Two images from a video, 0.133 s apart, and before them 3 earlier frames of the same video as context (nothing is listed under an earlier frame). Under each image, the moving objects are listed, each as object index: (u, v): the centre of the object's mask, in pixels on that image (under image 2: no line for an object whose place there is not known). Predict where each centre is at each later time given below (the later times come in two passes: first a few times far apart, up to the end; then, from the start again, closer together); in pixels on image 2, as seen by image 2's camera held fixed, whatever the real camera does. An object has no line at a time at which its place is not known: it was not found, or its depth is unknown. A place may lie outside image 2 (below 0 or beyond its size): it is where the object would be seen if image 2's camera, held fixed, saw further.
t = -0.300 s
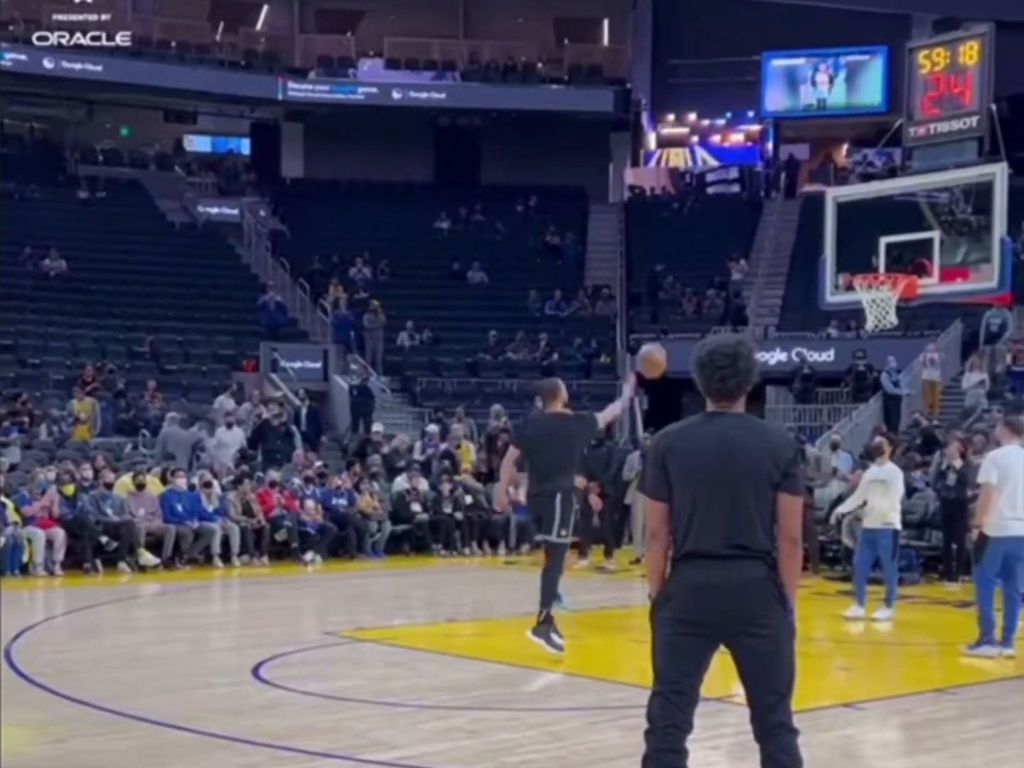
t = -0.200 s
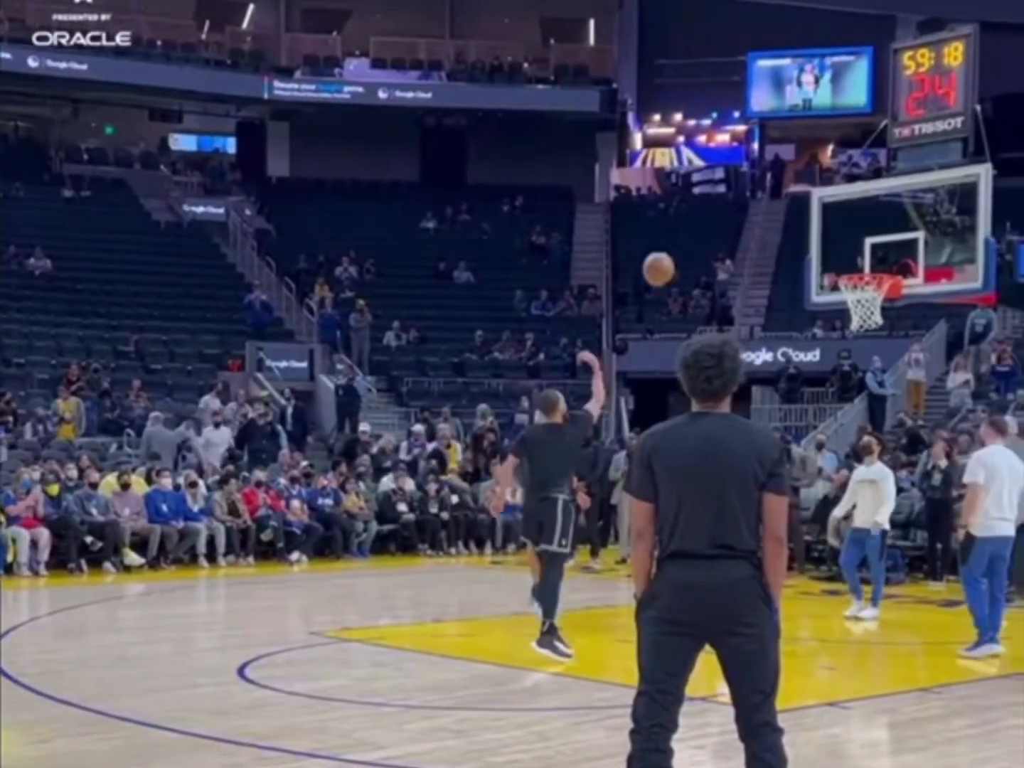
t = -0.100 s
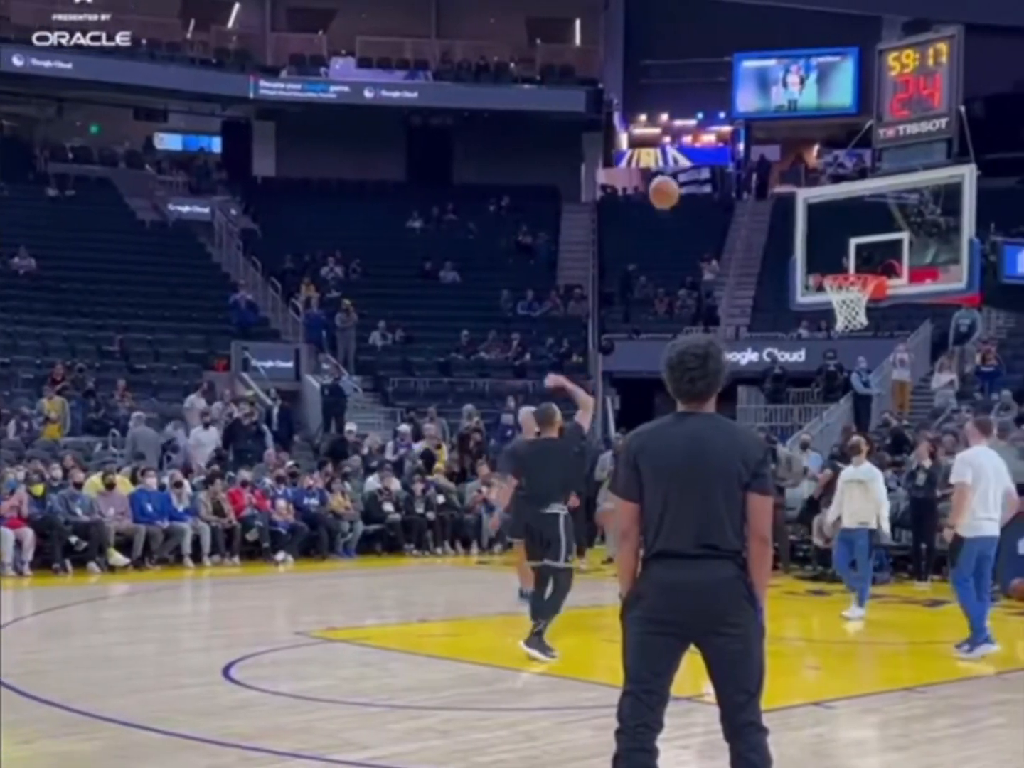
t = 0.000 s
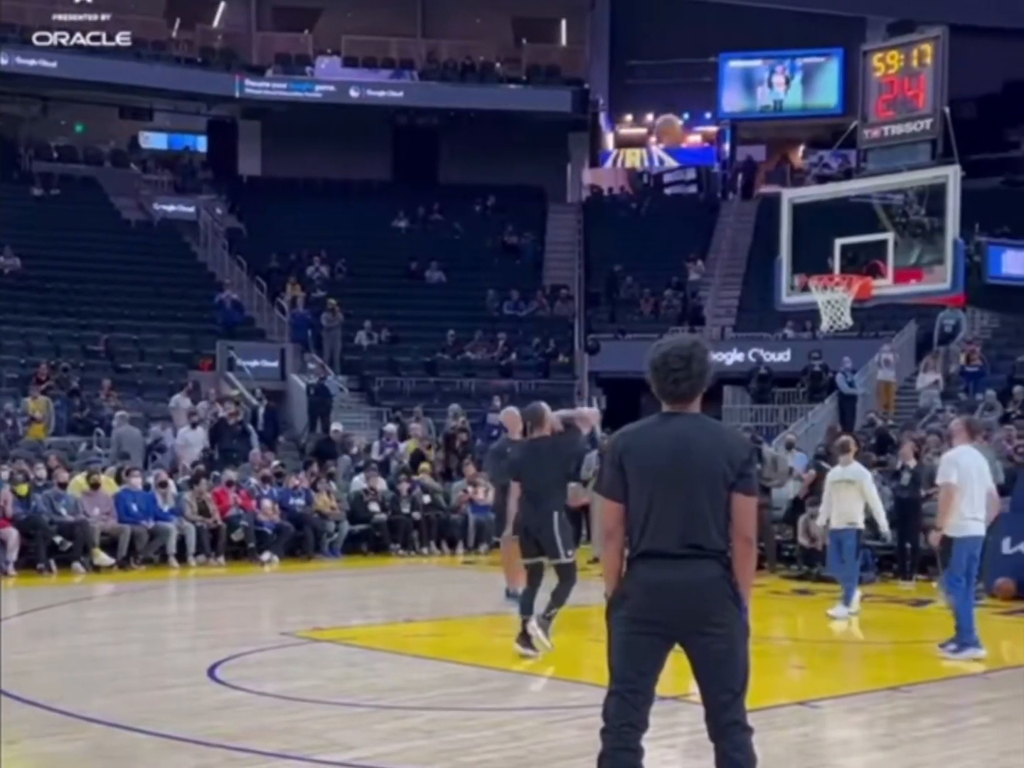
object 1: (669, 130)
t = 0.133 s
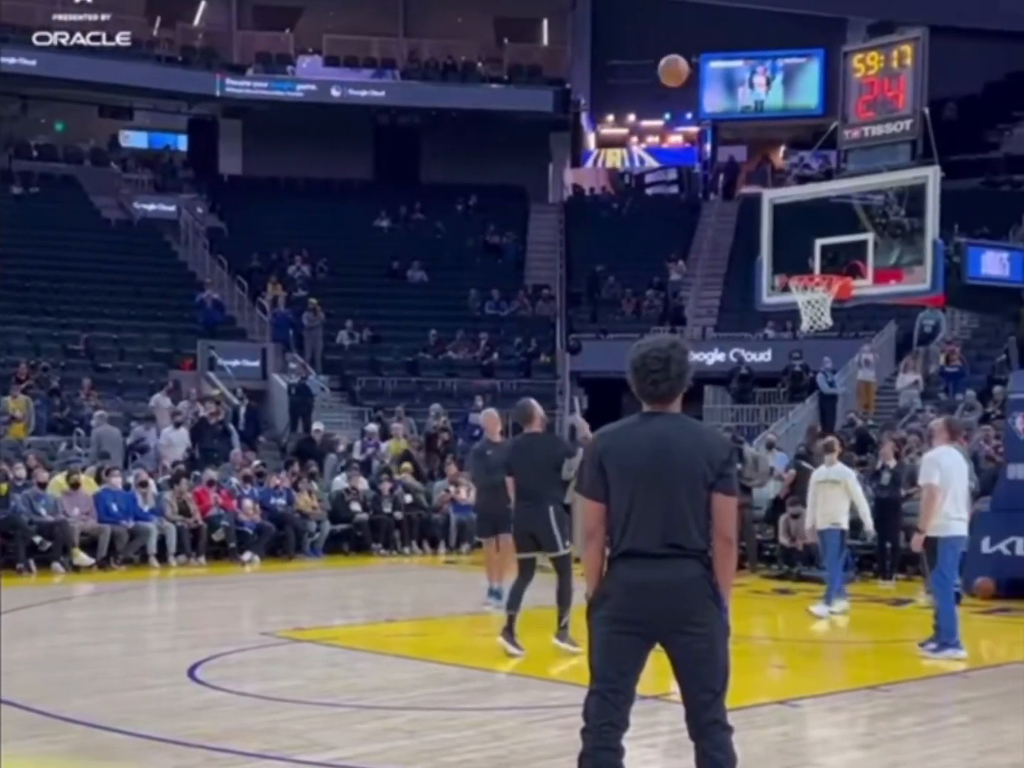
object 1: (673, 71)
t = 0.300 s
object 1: (701, 29)
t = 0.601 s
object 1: (747, 42)
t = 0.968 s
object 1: (794, 195)
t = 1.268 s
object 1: (828, 405)
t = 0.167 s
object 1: (679, 59)
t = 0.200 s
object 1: (684, 50)
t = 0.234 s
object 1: (690, 42)
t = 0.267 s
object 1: (695, 35)
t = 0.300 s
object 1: (701, 29)
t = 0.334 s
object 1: (706, 25)
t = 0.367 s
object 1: (711, 23)
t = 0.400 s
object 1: (717, 22)
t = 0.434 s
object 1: (722, 22)
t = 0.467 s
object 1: (727, 23)
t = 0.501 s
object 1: (732, 26)
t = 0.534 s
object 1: (737, 30)
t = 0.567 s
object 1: (742, 36)
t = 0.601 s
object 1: (747, 42)
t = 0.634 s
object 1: (752, 50)
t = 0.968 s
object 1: (794, 195)
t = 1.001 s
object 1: (799, 216)
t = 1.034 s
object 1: (803, 237)
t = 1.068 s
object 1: (807, 259)
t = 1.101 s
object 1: (809, 282)
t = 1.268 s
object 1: (828, 405)
